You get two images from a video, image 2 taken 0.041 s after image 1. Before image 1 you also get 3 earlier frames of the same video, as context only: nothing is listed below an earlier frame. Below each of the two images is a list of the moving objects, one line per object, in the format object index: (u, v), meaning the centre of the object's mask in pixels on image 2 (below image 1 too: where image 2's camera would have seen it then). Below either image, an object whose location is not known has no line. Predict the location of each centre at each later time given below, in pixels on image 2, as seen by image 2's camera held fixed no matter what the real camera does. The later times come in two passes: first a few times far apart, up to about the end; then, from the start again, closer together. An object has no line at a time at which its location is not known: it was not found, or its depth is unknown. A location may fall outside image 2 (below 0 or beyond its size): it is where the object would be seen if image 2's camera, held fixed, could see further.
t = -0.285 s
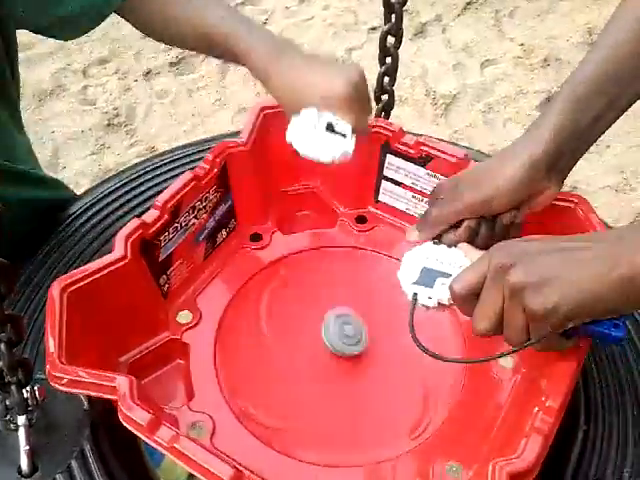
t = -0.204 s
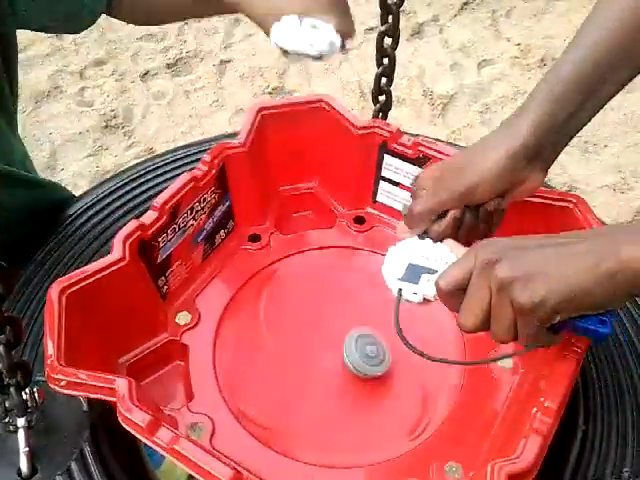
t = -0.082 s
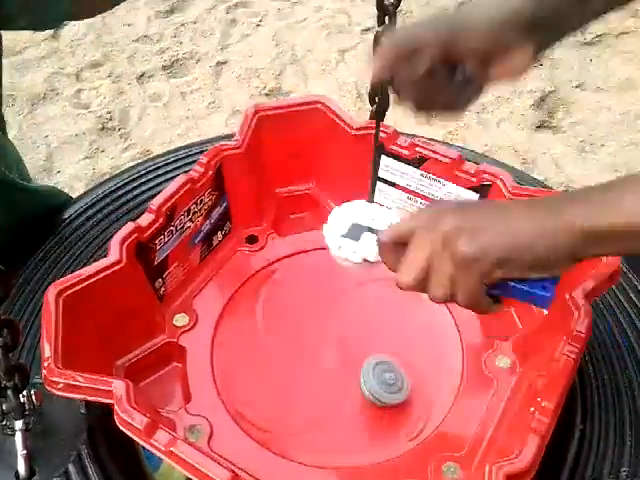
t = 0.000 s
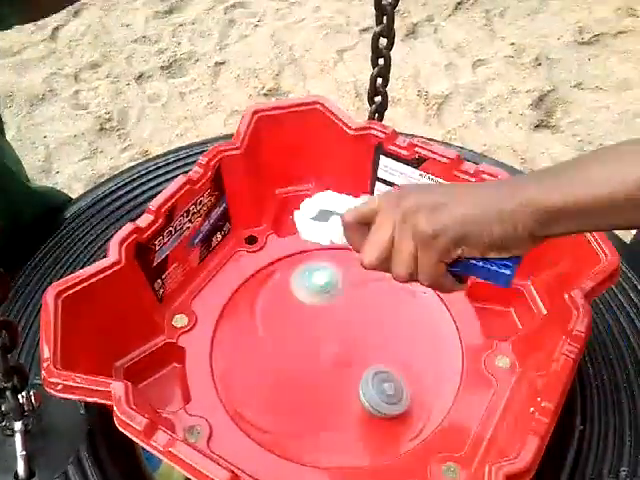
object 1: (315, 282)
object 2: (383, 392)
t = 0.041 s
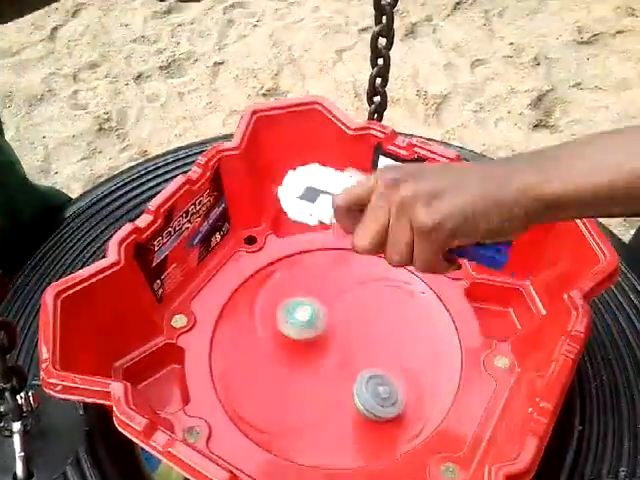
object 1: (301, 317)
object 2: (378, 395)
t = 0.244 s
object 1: (267, 329)
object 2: (327, 379)
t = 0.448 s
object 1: (220, 358)
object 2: (315, 346)
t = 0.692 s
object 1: (305, 420)
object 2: (296, 327)
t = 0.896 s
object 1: (365, 353)
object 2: (258, 328)
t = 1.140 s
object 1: (327, 288)
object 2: (231, 356)
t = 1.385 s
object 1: (274, 311)
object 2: (303, 386)
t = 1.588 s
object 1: (293, 369)
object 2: (356, 336)
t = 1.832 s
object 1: (375, 387)
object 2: (340, 278)
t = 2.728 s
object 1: (336, 406)
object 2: (434, 332)
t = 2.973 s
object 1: (371, 429)
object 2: (358, 282)
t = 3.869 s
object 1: (276, 400)
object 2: (356, 294)
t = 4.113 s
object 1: (278, 409)
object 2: (239, 313)
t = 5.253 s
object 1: (298, 326)
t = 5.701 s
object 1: (342, 396)
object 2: (397, 382)
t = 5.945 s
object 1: (337, 399)
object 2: (404, 352)
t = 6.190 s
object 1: (333, 402)
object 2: (358, 352)
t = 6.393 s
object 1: (321, 410)
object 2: (343, 364)
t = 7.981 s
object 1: (350, 408)
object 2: (349, 307)
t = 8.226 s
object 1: (365, 373)
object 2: (316, 315)
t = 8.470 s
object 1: (369, 354)
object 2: (299, 349)
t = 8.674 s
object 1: (364, 344)
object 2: (306, 378)
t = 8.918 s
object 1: (353, 343)
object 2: (343, 390)
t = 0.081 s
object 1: (294, 312)
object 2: (371, 396)
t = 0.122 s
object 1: (288, 311)
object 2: (361, 398)
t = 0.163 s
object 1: (282, 318)
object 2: (351, 393)
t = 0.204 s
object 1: (275, 322)
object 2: (339, 385)
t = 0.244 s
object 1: (267, 329)
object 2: (327, 379)
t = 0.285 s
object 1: (259, 336)
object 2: (315, 368)
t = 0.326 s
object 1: (253, 343)
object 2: (304, 360)
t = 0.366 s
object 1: (236, 344)
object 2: (308, 356)
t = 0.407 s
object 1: (226, 348)
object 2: (313, 351)
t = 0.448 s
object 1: (220, 358)
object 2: (315, 346)
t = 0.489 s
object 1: (221, 372)
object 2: (315, 342)
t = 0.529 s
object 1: (230, 388)
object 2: (313, 338)
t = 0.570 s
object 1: (242, 402)
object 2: (310, 334)
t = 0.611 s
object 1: (263, 414)
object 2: (307, 330)
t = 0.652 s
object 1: (284, 420)
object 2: (302, 328)
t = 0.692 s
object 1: (305, 420)
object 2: (296, 327)
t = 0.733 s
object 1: (326, 413)
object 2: (290, 326)
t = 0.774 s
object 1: (343, 399)
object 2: (282, 325)
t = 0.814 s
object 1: (355, 383)
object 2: (275, 325)
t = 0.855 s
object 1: (362, 368)
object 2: (266, 326)
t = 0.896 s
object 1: (365, 353)
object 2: (258, 328)
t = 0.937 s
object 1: (365, 337)
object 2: (252, 330)
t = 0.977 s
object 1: (362, 324)
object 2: (244, 333)
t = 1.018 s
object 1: (355, 312)
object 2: (237, 337)
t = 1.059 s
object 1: (347, 302)
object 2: (232, 342)
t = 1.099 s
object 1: (337, 293)
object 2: (230, 348)
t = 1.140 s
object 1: (327, 288)
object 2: (231, 356)
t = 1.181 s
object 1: (317, 287)
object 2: (236, 365)
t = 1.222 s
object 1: (307, 288)
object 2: (246, 375)
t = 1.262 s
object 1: (296, 290)
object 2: (259, 383)
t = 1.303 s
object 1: (288, 294)
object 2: (273, 388)
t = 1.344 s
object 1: (281, 302)
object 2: (287, 389)
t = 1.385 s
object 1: (274, 311)
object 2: (303, 386)
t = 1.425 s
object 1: (272, 321)
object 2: (318, 379)
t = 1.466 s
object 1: (273, 334)
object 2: (331, 369)
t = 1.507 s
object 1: (276, 346)
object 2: (342, 357)
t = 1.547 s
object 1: (282, 358)
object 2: (350, 346)
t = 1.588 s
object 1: (293, 369)
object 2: (356, 336)
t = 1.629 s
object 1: (305, 378)
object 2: (360, 325)
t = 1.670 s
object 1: (319, 385)
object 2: (361, 314)
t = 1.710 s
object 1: (334, 389)
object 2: (359, 303)
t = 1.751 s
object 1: (348, 391)
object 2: (355, 293)
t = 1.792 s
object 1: (361, 390)
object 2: (349, 284)
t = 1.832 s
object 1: (375, 387)
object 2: (340, 278)
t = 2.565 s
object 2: (420, 382)
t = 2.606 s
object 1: (331, 379)
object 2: (433, 371)
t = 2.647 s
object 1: (332, 388)
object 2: (439, 359)
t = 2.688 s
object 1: (333, 399)
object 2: (438, 346)
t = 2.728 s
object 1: (336, 406)
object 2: (434, 332)
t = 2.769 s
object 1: (341, 414)
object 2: (427, 319)
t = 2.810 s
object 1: (347, 419)
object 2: (418, 306)
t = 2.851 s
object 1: (352, 424)
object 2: (406, 296)
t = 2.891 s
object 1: (360, 427)
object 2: (392, 288)
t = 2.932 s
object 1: (366, 429)
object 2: (376, 284)
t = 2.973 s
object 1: (371, 429)
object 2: (358, 282)
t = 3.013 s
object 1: (377, 428)
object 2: (340, 286)
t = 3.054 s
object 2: (323, 294)
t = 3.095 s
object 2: (308, 307)
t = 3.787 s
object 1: (280, 394)
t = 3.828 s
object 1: (277, 396)
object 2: (375, 305)
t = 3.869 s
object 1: (276, 400)
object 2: (356, 294)
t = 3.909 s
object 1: (276, 402)
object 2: (336, 286)
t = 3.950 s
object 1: (276, 404)
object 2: (316, 282)
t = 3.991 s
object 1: (277, 406)
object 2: (294, 283)
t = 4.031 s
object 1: (277, 408)
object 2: (274, 289)
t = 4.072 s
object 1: (278, 409)
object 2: (254, 299)
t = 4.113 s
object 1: (278, 409)
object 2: (239, 313)
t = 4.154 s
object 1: (279, 409)
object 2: (228, 331)
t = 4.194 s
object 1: (281, 409)
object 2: (229, 354)
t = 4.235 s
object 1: (288, 409)
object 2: (239, 379)
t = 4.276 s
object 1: (309, 418)
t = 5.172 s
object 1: (299, 302)
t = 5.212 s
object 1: (297, 314)
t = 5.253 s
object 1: (298, 326)
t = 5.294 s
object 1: (298, 337)
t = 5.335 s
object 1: (301, 345)
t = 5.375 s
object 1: (306, 354)
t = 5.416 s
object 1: (309, 360)
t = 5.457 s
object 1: (314, 367)
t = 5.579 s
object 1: (326, 382)
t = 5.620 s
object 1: (332, 386)
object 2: (391, 391)
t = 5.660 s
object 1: (338, 391)
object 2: (395, 387)
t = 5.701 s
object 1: (342, 396)
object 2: (397, 382)
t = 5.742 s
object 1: (338, 397)
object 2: (404, 375)
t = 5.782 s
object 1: (334, 398)
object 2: (407, 369)
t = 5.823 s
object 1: (333, 401)
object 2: (408, 364)
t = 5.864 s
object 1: (334, 403)
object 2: (409, 359)
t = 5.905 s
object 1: (335, 401)
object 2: (409, 356)
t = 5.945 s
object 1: (337, 399)
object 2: (404, 352)
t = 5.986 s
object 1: (338, 396)
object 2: (397, 349)
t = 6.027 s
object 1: (338, 395)
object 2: (390, 346)
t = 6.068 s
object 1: (337, 396)
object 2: (382, 345)
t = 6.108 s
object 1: (336, 399)
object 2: (374, 346)
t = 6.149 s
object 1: (334, 400)
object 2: (366, 348)
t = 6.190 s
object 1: (333, 402)
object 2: (358, 352)
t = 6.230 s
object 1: (331, 404)
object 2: (351, 357)
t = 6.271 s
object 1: (326, 409)
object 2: (348, 360)
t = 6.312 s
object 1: (322, 411)
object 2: (346, 360)
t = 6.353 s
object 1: (321, 410)
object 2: (344, 362)
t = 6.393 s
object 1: (321, 410)
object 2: (343, 364)
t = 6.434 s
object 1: (318, 412)
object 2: (341, 366)
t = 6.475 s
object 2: (342, 368)
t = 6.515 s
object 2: (342, 370)
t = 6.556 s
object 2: (343, 372)
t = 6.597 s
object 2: (345, 373)
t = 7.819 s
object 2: (365, 341)
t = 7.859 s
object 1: (332, 419)
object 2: (364, 331)
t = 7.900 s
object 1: (339, 417)
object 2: (360, 321)
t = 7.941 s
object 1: (346, 413)
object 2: (355, 313)
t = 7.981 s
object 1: (350, 408)
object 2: (349, 307)
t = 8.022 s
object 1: (355, 403)
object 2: (342, 304)
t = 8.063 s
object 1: (359, 398)
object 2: (336, 303)
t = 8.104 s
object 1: (362, 392)
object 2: (330, 303)
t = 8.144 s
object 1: (364, 386)
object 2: (324, 306)
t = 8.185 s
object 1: (365, 380)
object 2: (320, 310)
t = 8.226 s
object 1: (365, 373)
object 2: (316, 315)
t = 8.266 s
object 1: (364, 367)
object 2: (314, 321)
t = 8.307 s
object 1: (363, 361)
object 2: (313, 327)
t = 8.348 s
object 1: (361, 356)
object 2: (313, 334)
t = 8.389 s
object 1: (367, 356)
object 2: (306, 336)
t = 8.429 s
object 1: (368, 355)
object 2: (301, 341)
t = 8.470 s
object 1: (369, 354)
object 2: (299, 349)
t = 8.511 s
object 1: (368, 352)
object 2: (298, 356)
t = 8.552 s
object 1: (368, 349)
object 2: (298, 362)
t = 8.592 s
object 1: (366, 347)
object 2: (300, 368)
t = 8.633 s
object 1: (365, 345)
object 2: (303, 373)
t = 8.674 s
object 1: (364, 344)
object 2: (306, 378)
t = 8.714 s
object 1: (363, 343)
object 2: (311, 382)
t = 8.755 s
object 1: (360, 342)
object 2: (317, 386)
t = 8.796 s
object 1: (358, 341)
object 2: (323, 388)
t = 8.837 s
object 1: (355, 342)
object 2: (330, 389)
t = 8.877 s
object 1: (353, 342)
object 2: (337, 390)
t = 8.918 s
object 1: (353, 343)
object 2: (343, 390)
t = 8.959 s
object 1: (357, 344)
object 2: (346, 393)
